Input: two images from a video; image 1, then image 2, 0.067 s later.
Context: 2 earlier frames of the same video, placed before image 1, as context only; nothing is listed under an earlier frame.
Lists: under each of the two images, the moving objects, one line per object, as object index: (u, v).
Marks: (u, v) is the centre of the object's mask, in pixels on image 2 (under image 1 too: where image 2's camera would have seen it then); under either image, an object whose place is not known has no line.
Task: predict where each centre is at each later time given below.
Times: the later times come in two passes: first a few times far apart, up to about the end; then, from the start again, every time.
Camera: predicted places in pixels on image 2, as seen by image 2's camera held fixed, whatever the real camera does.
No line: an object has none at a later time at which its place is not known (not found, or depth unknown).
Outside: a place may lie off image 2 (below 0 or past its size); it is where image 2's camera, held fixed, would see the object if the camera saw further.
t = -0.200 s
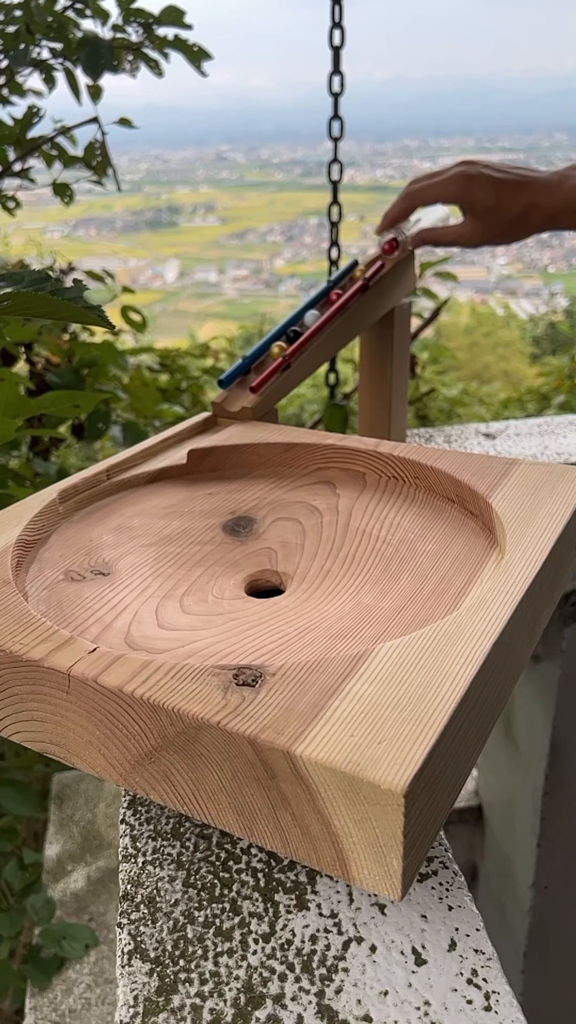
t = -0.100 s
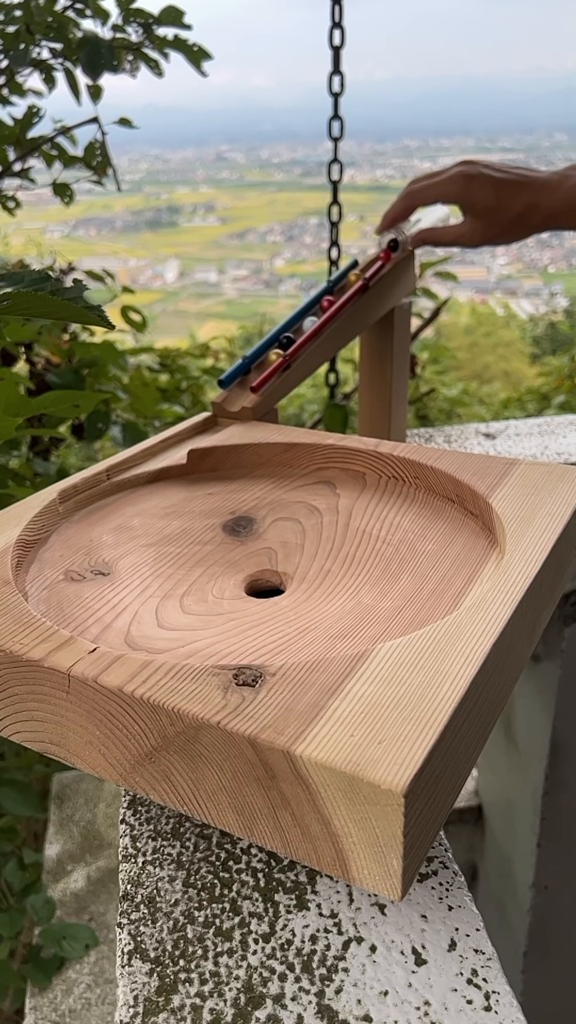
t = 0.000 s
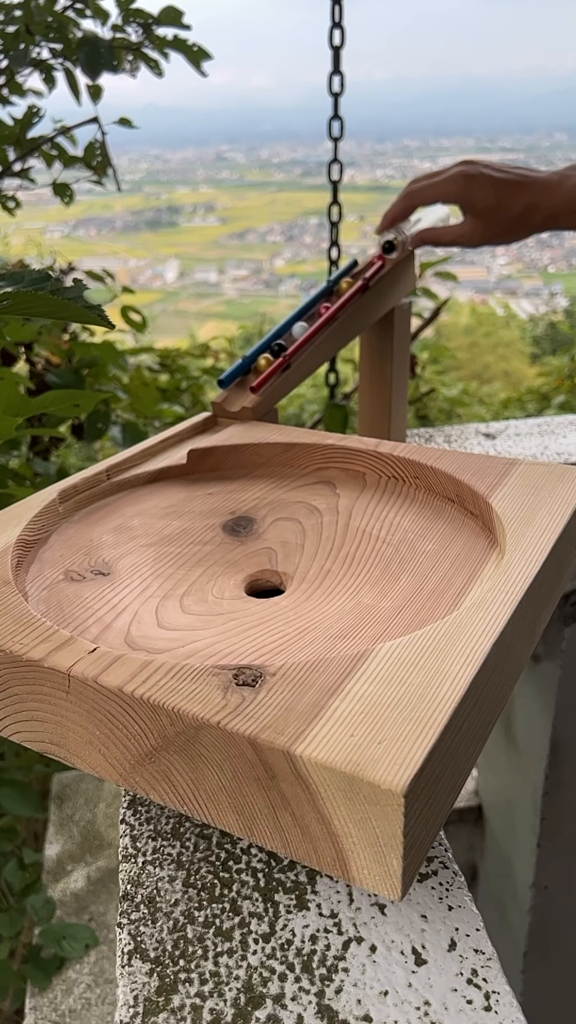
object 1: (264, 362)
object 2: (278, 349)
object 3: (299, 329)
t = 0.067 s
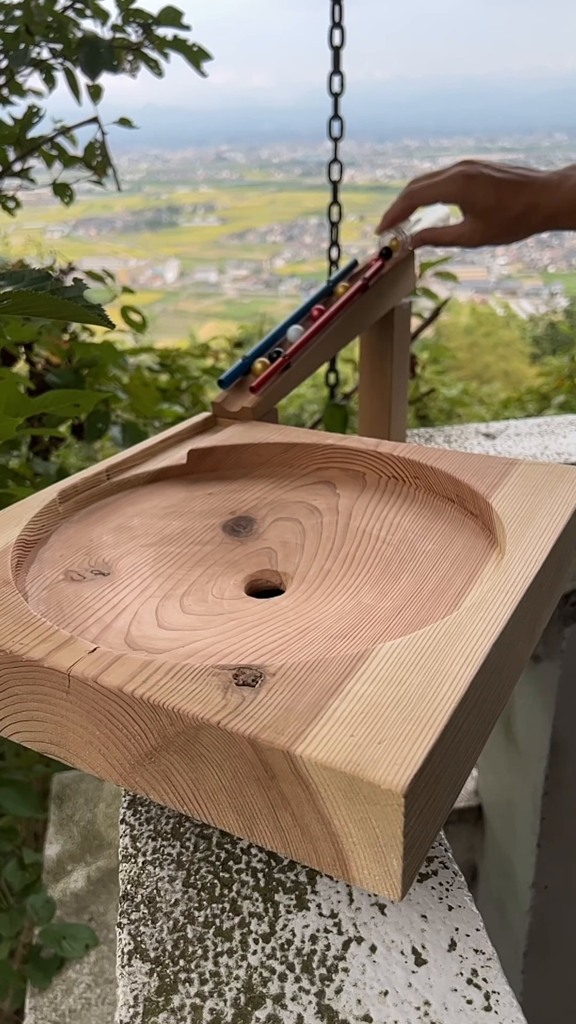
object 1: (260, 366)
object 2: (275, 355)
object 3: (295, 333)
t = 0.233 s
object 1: (253, 375)
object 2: (263, 364)
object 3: (286, 342)
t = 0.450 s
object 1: (235, 398)
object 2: (248, 379)
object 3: (270, 357)
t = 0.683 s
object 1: (206, 427)
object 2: (231, 403)
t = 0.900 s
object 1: (164, 448)
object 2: (202, 431)
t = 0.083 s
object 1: (260, 366)
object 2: (274, 356)
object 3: (294, 333)
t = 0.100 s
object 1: (260, 367)
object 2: (273, 355)
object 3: (294, 334)
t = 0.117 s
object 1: (260, 367)
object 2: (272, 356)
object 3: (294, 335)
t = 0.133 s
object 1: (259, 368)
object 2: (270, 357)
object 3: (294, 337)
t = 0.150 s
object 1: (260, 369)
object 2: (268, 358)
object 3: (293, 338)
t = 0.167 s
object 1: (259, 371)
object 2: (267, 360)
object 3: (292, 340)
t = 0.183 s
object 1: (258, 372)
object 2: (265, 361)
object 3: (291, 340)
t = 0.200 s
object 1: (256, 374)
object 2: (264, 362)
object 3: (289, 341)
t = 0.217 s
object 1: (254, 375)
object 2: (264, 363)
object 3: (288, 341)
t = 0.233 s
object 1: (253, 375)
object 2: (263, 364)
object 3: (286, 342)
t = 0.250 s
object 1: (251, 376)
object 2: (262, 365)
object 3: (284, 344)
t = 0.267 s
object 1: (249, 378)
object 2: (261, 365)
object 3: (282, 346)
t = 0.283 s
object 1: (247, 381)
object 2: (260, 367)
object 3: (280, 348)
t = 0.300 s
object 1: (245, 383)
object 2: (259, 368)
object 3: (278, 349)
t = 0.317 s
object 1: (243, 384)
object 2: (259, 369)
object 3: (278, 349)
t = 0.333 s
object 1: (242, 386)
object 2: (258, 370)
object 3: (277, 349)
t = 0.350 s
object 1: (241, 387)
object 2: (258, 371)
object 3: (277, 350)
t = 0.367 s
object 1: (240, 389)
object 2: (257, 372)
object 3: (276, 352)
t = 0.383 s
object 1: (240, 391)
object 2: (256, 374)
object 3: (276, 353)
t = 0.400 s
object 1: (239, 392)
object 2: (254, 374)
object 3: (275, 355)
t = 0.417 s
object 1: (238, 394)
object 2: (252, 375)
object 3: (274, 356)
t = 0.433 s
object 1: (237, 396)
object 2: (250, 377)
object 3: (272, 356)
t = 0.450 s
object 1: (235, 398)
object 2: (248, 379)
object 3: (270, 357)
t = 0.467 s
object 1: (233, 400)
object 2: (246, 382)
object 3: (268, 358)
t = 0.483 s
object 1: (231, 401)
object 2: (243, 384)
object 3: (267, 359)
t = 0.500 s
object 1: (229, 404)
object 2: (242, 385)
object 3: (266, 360)
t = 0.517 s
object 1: (227, 407)
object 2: (242, 386)
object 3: (265, 361)
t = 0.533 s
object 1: (225, 412)
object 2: (241, 388)
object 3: (263, 363)
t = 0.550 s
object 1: (223, 416)
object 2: (240, 389)
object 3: (262, 364)
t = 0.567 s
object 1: (220, 421)
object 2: (239, 391)
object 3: (261, 365)
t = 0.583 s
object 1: (218, 422)
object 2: (239, 392)
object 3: (260, 366)
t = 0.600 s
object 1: (216, 422)
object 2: (238, 394)
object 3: (259, 366)
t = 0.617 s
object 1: (214, 421)
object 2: (237, 396)
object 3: (259, 367)
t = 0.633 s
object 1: (212, 421)
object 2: (236, 398)
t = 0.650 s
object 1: (210, 422)
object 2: (234, 399)
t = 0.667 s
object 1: (208, 423)
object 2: (233, 401)
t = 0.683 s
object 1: (206, 427)
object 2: (231, 403)
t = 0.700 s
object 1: (203, 429)
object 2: (229, 406)
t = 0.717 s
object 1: (200, 432)
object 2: (227, 410)
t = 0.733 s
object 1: (196, 435)
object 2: (225, 414)
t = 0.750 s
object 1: (193, 435)
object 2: (223, 419)
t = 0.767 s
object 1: (190, 436)
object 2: (220, 424)
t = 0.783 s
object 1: (187, 437)
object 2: (218, 422)
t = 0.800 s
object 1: (183, 438)
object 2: (216, 422)
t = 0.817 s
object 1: (180, 441)
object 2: (214, 421)
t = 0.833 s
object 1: (177, 444)
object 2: (211, 421)
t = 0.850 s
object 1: (173, 444)
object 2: (209, 423)
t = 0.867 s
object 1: (170, 444)
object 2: (207, 424)
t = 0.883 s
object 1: (167, 445)
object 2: (205, 428)
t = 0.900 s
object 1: (164, 448)
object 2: (202, 431)
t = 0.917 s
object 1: (160, 449)
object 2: (200, 434)
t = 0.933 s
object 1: (157, 449)
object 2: (198, 434)
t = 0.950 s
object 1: (154, 451)
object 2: (196, 434)
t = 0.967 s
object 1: (152, 452)
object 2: (194, 435)
